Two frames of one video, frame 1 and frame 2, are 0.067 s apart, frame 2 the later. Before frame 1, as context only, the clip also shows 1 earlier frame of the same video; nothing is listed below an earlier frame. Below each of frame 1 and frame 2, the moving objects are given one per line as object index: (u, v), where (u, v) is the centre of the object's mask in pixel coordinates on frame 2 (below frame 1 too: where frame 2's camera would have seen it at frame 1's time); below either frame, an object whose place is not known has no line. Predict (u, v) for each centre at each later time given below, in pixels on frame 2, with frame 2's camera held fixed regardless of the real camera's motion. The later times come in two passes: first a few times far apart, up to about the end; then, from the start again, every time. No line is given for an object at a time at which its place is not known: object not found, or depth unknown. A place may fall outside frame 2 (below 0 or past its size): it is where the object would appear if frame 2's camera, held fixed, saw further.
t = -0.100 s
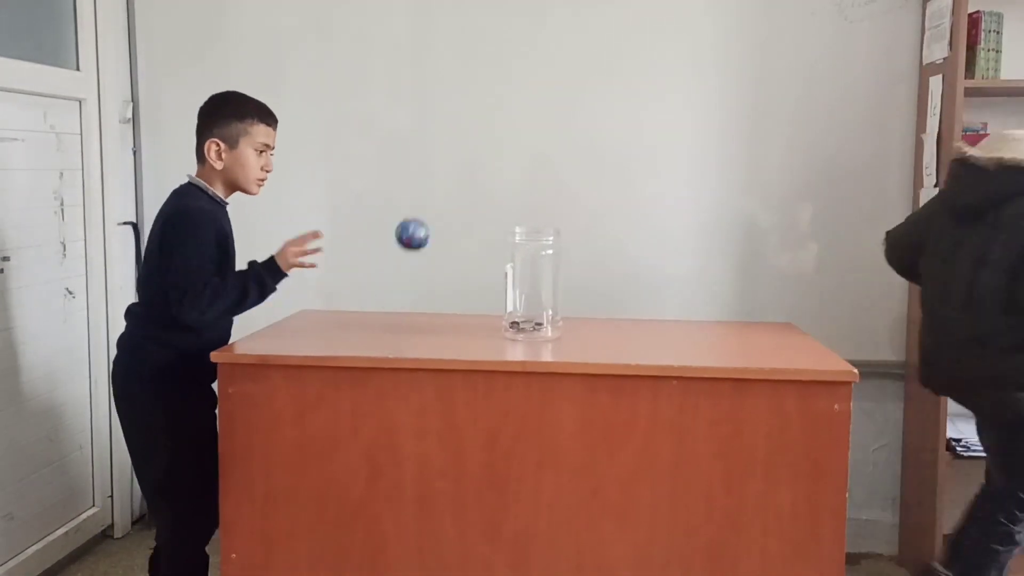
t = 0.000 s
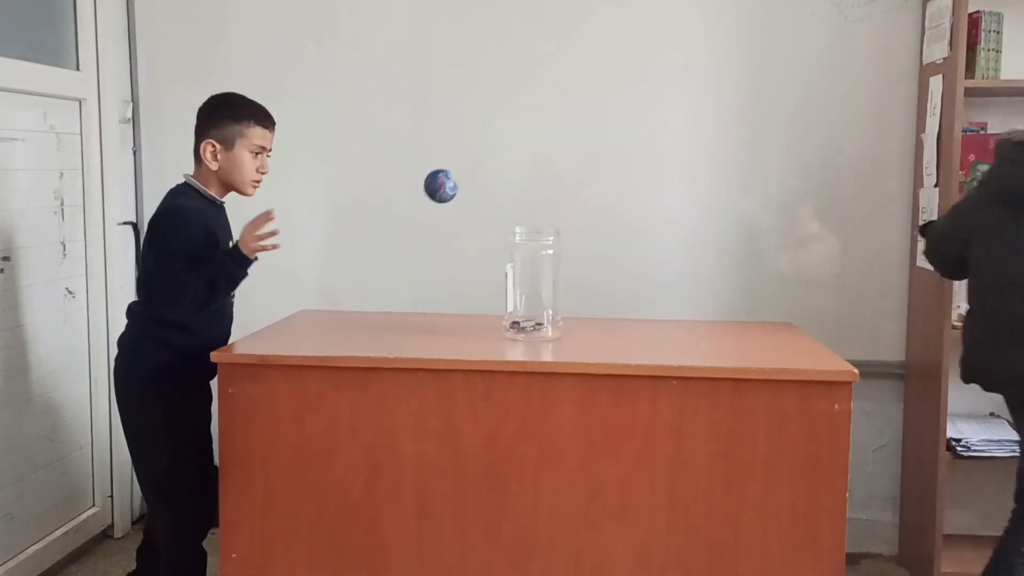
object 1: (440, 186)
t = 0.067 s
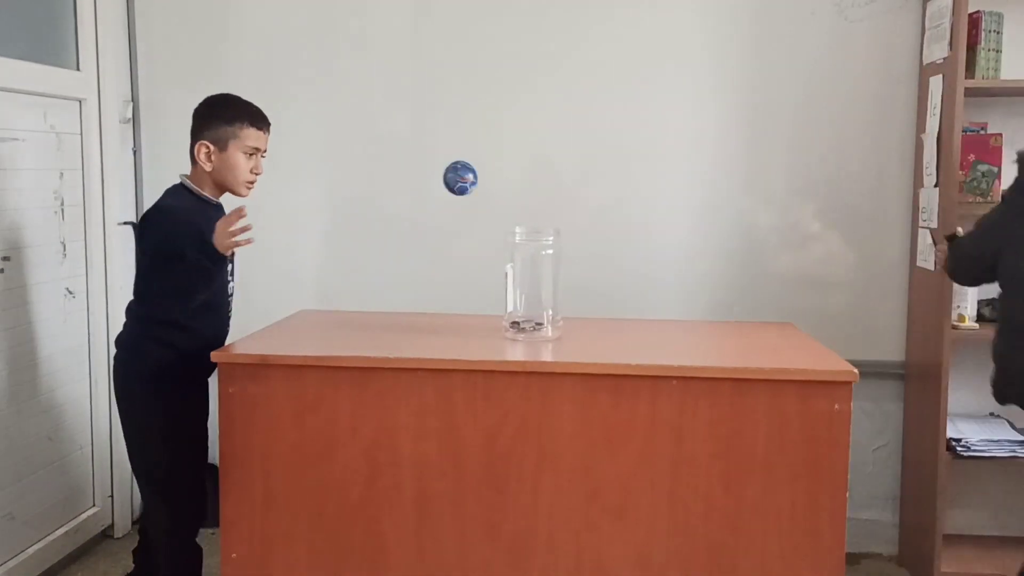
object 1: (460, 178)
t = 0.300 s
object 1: (470, 220)
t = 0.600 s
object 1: (389, 265)
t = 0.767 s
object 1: (341, 310)
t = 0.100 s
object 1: (470, 182)
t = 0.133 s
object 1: (479, 190)
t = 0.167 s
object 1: (489, 204)
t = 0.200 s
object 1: (495, 217)
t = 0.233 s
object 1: (487, 213)
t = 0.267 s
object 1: (479, 214)
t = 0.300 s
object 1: (470, 220)
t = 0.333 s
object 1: (461, 231)
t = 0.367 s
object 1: (452, 248)
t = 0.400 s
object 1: (443, 270)
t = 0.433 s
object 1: (434, 298)
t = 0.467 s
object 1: (426, 324)
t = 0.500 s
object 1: (417, 303)
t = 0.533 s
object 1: (408, 285)
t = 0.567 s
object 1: (399, 273)
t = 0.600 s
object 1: (389, 265)
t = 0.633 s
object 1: (380, 263)
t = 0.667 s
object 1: (370, 266)
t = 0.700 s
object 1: (361, 275)
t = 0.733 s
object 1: (351, 289)
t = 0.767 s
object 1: (341, 310)
